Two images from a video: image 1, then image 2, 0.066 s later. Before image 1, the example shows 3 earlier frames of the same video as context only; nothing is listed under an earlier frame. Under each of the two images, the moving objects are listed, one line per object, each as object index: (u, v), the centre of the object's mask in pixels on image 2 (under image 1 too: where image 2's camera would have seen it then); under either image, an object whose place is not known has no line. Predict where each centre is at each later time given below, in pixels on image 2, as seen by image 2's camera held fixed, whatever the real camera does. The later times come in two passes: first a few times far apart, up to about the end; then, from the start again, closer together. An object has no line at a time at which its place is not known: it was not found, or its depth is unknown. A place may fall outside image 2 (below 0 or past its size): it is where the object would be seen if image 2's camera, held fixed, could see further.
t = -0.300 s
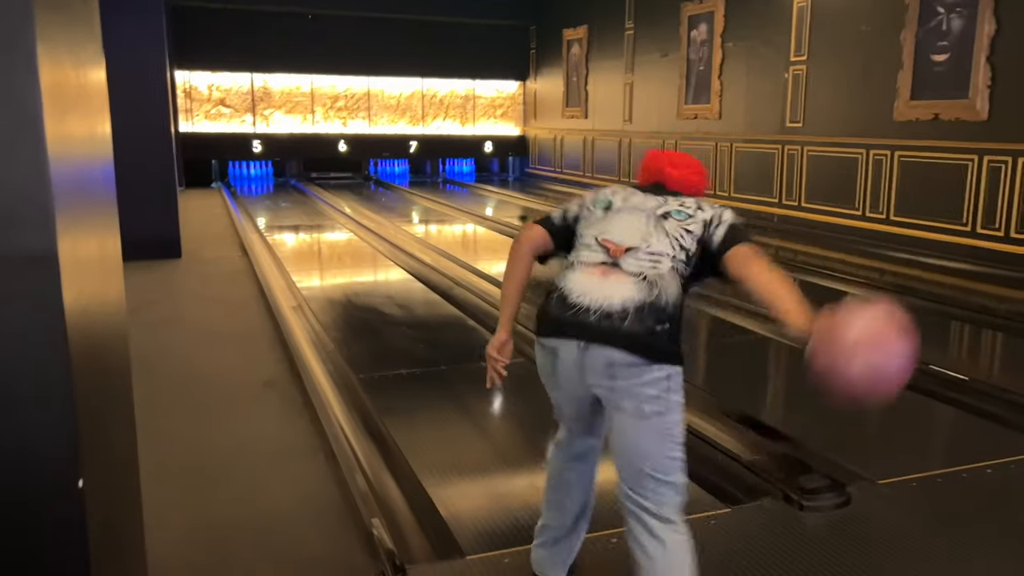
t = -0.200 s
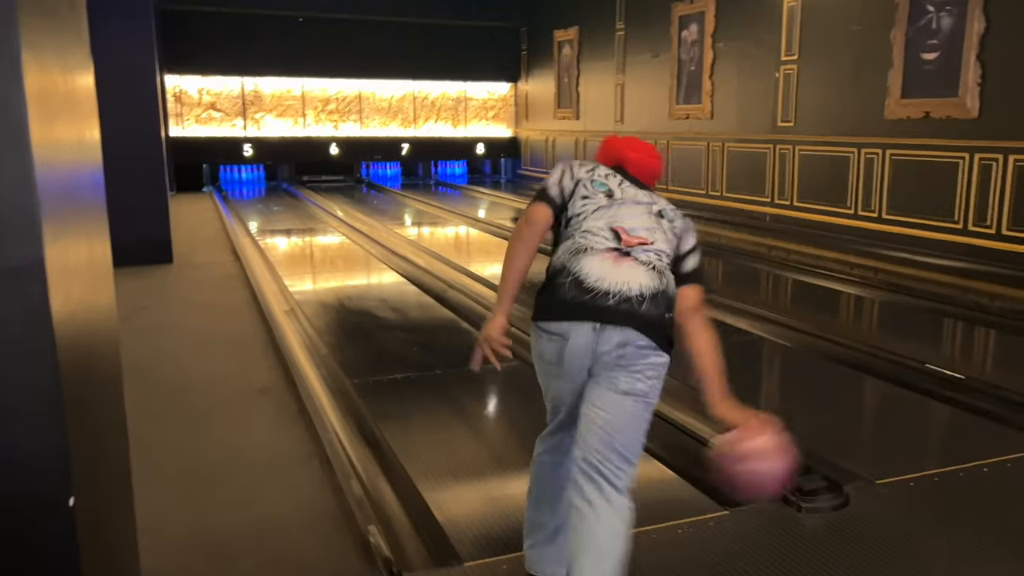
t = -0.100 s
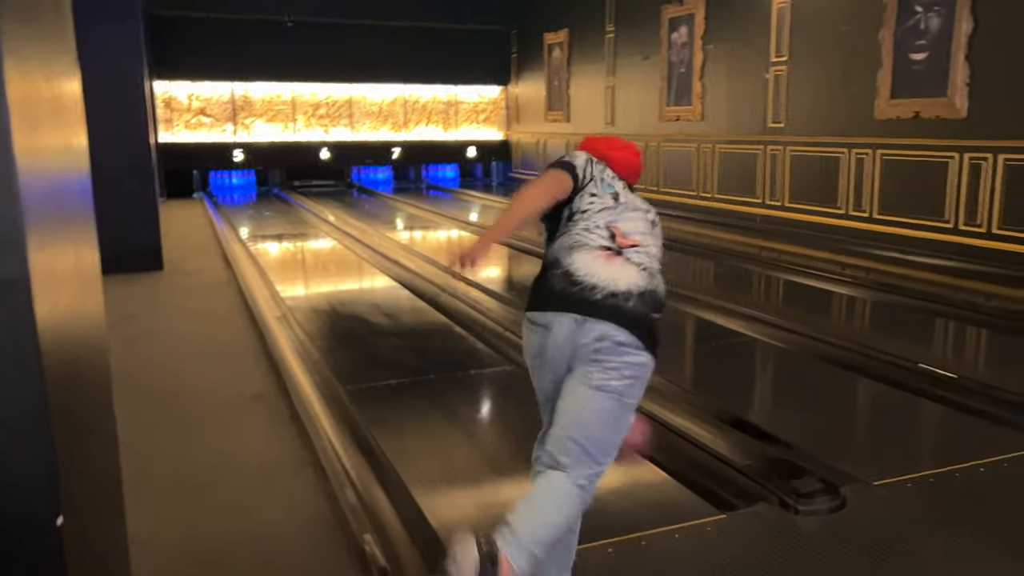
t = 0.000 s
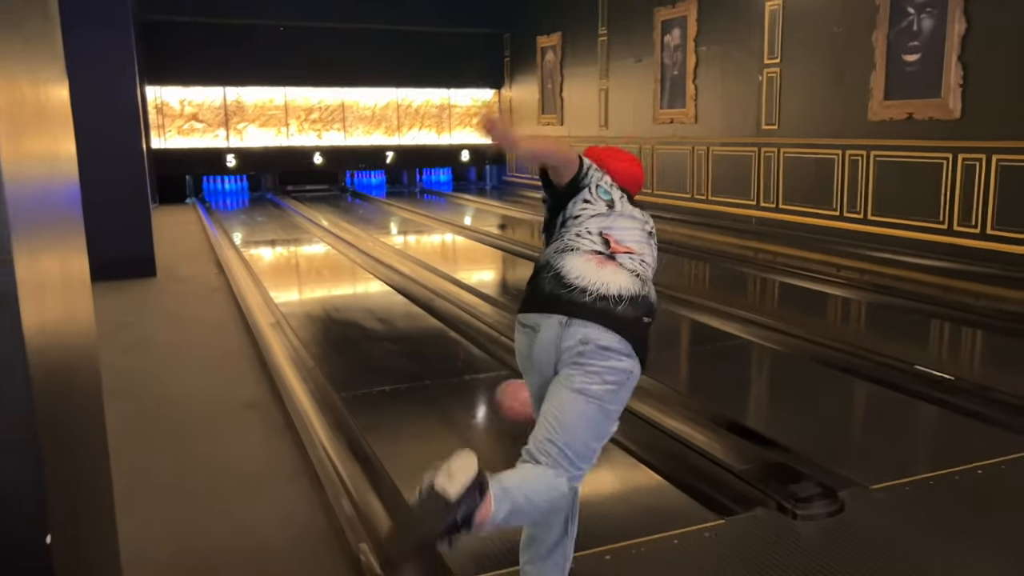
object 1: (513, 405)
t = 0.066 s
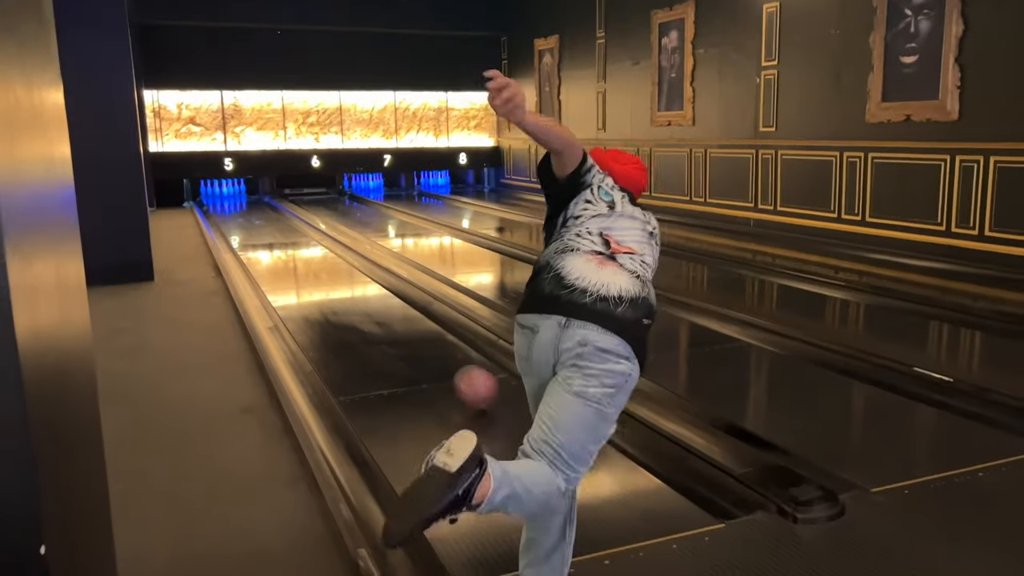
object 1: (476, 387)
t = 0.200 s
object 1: (414, 340)
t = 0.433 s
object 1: (350, 289)
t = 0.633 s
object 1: (316, 262)
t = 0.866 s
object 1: (288, 240)
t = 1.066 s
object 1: (271, 227)
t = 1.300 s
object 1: (255, 215)
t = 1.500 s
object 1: (245, 208)
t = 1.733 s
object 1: (237, 203)
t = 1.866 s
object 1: (232, 201)
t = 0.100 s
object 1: (459, 372)
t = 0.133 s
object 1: (442, 360)
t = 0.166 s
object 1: (427, 350)
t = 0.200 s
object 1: (414, 340)
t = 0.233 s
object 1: (403, 332)
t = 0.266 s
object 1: (393, 325)
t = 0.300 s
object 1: (384, 315)
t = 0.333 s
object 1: (373, 308)
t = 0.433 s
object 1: (350, 289)
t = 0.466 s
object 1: (344, 283)
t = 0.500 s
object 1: (337, 278)
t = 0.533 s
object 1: (331, 274)
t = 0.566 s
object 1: (326, 270)
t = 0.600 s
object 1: (320, 266)
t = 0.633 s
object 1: (316, 262)
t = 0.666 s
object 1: (311, 258)
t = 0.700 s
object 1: (307, 255)
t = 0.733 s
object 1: (303, 251)
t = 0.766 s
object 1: (298, 249)
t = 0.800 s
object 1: (295, 246)
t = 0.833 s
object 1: (292, 243)
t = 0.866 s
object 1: (288, 240)
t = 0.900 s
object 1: (285, 238)
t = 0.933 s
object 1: (281, 236)
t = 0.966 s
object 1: (279, 234)
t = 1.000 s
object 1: (276, 231)
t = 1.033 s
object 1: (273, 229)
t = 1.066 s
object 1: (271, 227)
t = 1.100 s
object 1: (268, 225)
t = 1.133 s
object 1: (266, 224)
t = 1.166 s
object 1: (264, 222)
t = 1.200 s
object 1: (261, 220)
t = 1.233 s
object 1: (259, 218)
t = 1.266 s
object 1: (257, 217)
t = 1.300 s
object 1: (255, 215)
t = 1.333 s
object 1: (253, 214)
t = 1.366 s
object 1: (252, 213)
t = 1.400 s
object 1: (250, 212)
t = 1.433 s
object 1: (249, 211)
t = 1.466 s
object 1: (247, 210)
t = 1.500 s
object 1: (245, 208)
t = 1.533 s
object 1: (244, 207)
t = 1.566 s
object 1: (243, 206)
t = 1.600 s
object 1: (241, 205)
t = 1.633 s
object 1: (241, 204)
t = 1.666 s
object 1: (239, 204)
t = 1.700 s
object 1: (238, 203)
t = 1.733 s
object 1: (237, 203)
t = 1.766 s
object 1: (235, 202)
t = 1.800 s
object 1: (235, 202)
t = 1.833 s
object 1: (232, 202)
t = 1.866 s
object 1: (232, 201)
